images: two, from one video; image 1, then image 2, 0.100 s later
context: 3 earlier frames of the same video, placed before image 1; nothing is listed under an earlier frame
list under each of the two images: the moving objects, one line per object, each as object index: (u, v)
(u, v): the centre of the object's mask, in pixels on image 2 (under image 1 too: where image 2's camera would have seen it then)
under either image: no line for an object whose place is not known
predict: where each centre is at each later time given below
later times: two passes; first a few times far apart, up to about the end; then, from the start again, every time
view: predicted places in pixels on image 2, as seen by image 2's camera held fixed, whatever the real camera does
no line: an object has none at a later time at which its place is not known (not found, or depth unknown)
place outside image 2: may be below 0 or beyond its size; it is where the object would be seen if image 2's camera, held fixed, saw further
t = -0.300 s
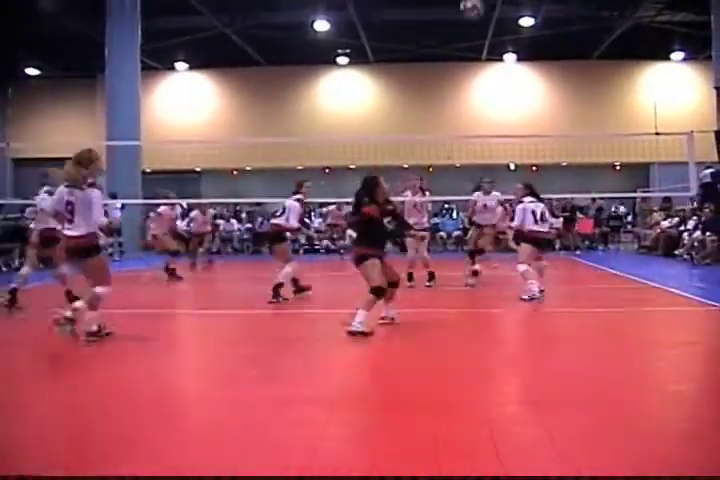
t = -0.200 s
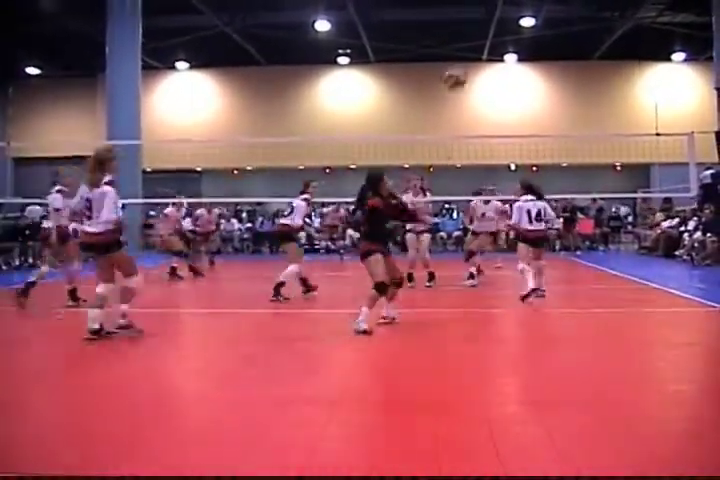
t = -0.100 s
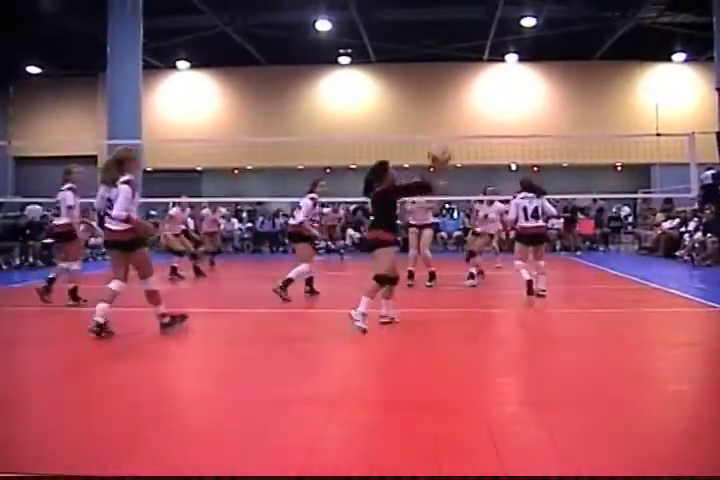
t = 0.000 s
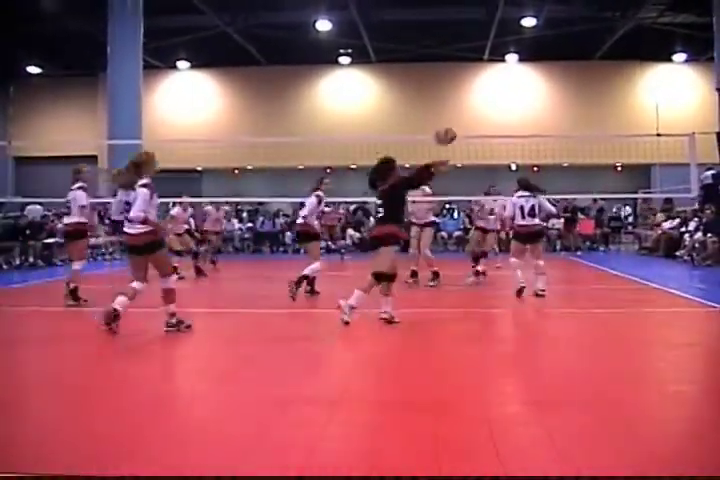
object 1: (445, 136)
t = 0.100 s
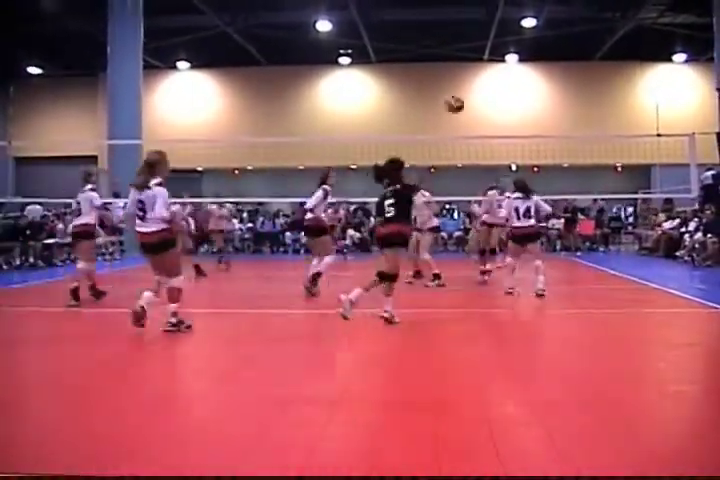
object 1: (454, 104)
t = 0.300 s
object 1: (469, 83)
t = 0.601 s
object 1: (485, 106)
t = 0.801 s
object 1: (493, 146)
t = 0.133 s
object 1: (457, 99)
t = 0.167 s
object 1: (460, 93)
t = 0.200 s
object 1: (462, 88)
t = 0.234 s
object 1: (465, 86)
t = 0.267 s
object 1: (466, 84)
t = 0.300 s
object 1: (469, 83)
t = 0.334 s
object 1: (471, 83)
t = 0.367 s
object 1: (472, 83)
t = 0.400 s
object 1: (475, 84)
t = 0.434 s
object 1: (476, 86)
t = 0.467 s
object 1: (478, 89)
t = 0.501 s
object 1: (479, 93)
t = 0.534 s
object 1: (481, 97)
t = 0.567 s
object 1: (483, 101)
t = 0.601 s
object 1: (485, 106)
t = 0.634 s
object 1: (486, 112)
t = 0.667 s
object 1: (487, 118)
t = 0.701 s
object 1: (489, 123)
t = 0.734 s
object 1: (491, 130)
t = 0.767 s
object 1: (492, 138)
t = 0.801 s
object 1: (493, 146)
